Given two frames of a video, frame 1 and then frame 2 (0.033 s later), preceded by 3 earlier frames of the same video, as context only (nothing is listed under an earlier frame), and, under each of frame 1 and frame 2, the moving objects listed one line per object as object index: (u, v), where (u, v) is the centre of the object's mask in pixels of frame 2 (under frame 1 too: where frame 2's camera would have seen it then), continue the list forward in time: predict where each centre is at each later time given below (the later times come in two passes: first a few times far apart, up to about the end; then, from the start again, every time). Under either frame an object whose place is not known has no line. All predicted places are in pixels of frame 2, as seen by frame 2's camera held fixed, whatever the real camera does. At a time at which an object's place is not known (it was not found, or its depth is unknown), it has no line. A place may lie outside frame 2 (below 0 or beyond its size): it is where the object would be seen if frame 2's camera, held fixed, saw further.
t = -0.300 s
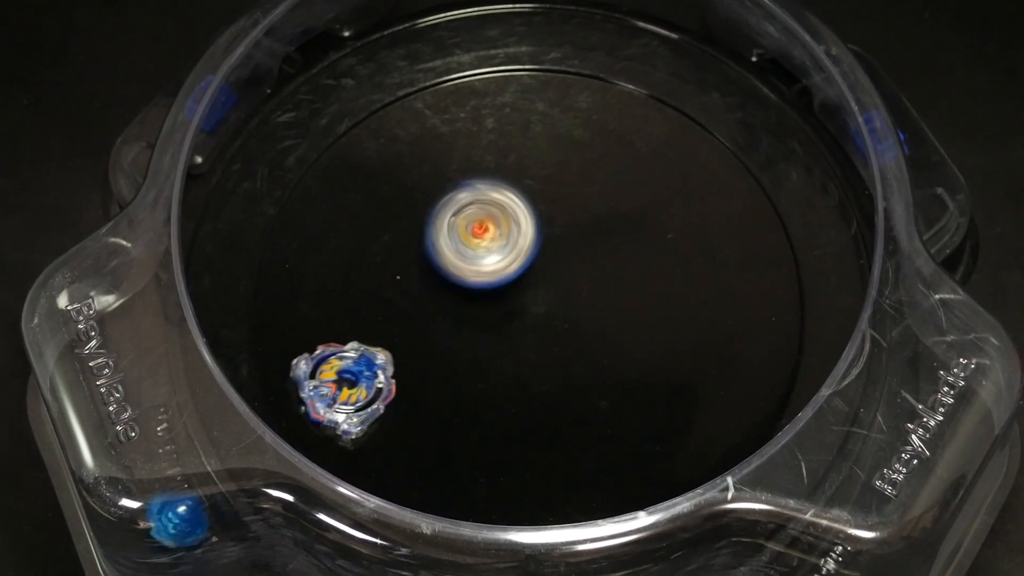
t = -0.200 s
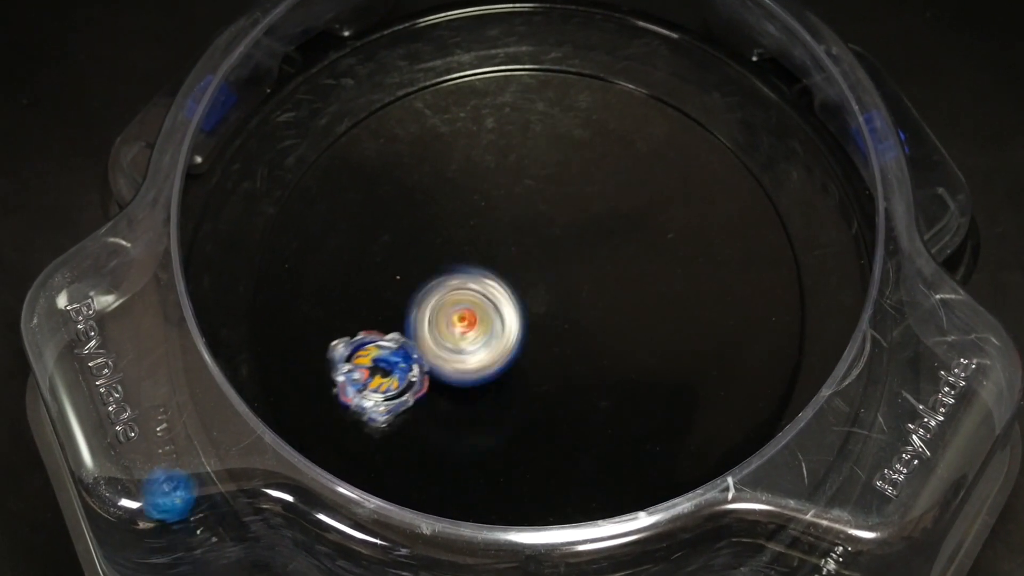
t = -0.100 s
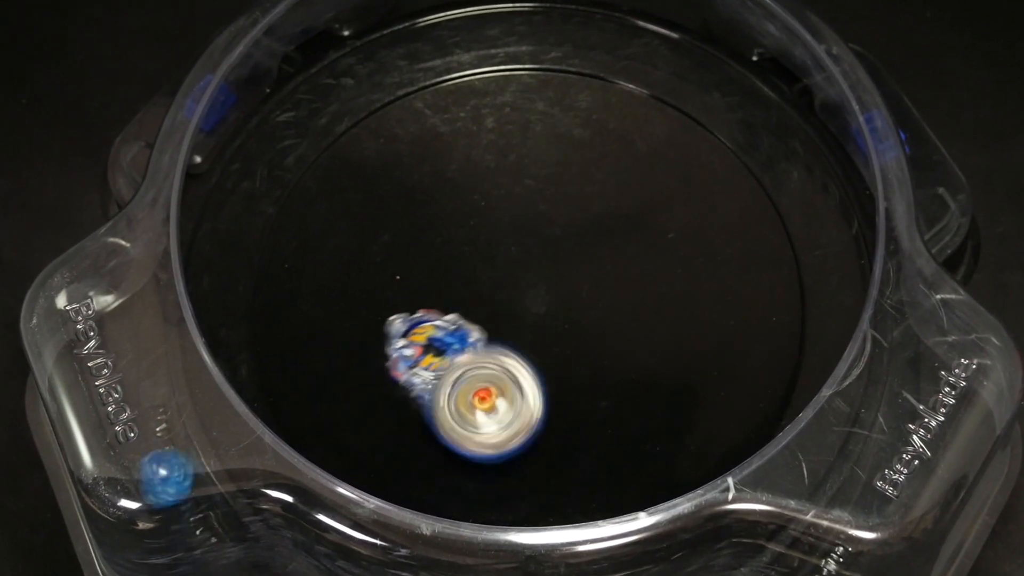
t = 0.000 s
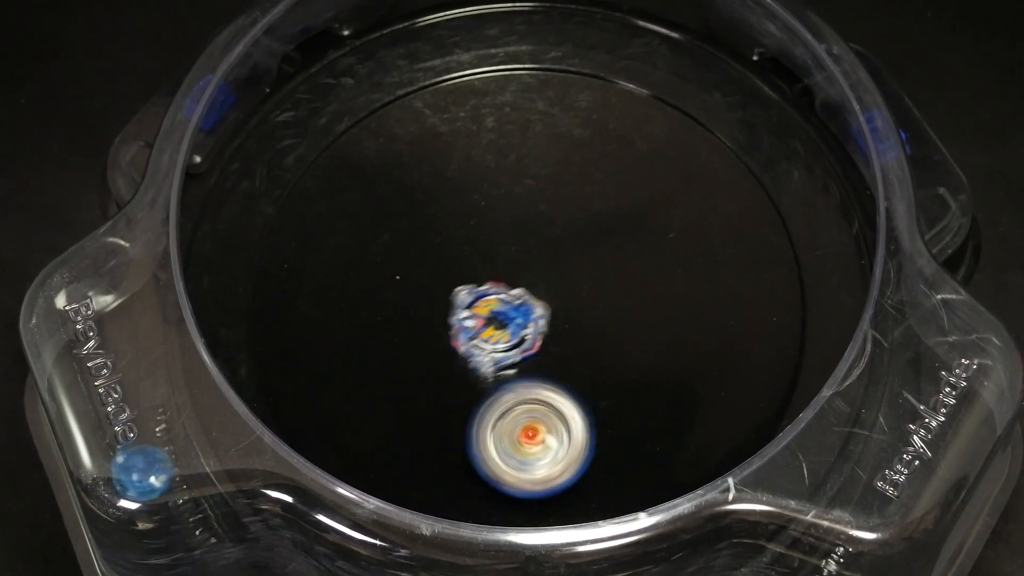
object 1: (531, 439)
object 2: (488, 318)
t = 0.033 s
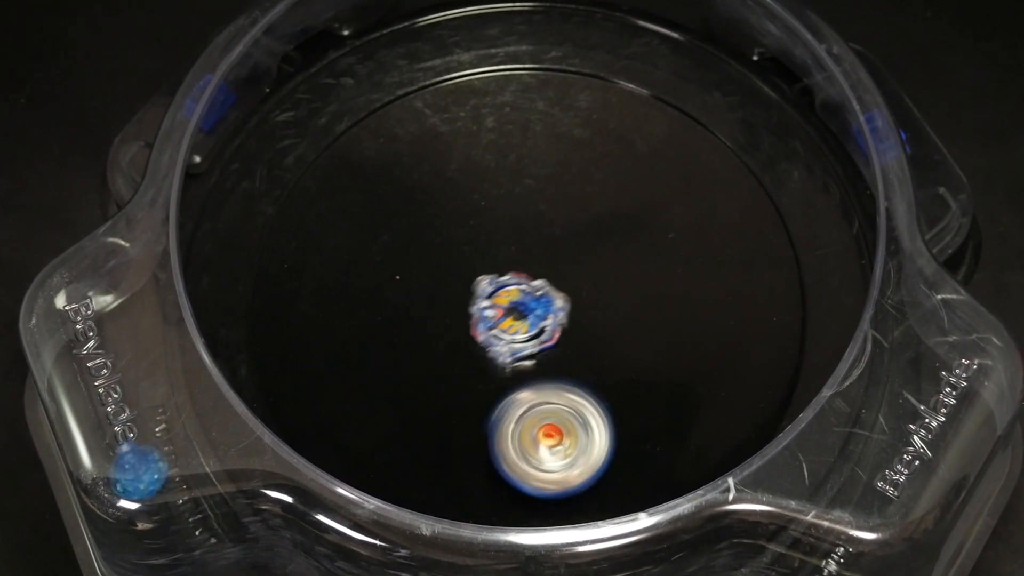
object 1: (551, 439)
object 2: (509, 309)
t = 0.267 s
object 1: (671, 318)
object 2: (577, 272)
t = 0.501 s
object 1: (602, 119)
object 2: (576, 272)
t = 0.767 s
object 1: (371, 180)
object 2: (576, 272)
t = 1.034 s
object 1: (396, 451)
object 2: (576, 272)
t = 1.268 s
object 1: (660, 480)
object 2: (577, 272)
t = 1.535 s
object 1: (763, 212)
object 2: (578, 272)
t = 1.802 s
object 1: (471, 67)
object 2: (578, 273)
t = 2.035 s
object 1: (265, 267)
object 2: (577, 273)
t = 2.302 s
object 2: (575, 273)
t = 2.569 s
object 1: (783, 234)
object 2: (573, 273)
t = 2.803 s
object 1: (481, 58)
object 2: (573, 274)
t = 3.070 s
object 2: (572, 274)
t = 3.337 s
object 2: (572, 274)
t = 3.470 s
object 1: (776, 204)
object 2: (571, 274)
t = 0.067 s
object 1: (569, 437)
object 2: (527, 300)
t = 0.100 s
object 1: (590, 426)
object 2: (543, 291)
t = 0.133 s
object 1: (608, 414)
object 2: (557, 284)
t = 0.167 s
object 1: (628, 394)
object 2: (567, 278)
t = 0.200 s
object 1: (644, 373)
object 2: (573, 274)
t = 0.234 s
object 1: (660, 346)
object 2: (576, 272)
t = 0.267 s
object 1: (671, 318)
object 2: (577, 272)
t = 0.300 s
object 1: (678, 285)
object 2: (577, 271)
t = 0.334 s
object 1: (678, 252)
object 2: (576, 271)
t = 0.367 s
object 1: (672, 220)
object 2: (577, 272)
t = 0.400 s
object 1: (662, 189)
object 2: (576, 272)
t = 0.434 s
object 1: (646, 161)
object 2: (576, 272)
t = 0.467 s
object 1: (626, 138)
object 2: (576, 272)
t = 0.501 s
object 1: (602, 119)
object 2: (576, 272)
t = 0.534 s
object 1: (573, 105)
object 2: (576, 272)
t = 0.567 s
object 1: (544, 98)
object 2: (576, 272)
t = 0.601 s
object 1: (512, 97)
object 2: (576, 272)
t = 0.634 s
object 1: (480, 103)
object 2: (576, 272)
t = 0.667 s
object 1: (449, 115)
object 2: (577, 272)
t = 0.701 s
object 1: (420, 131)
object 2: (576, 272)
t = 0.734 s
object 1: (393, 153)
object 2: (576, 272)
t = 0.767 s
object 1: (371, 180)
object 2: (576, 272)
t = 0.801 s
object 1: (352, 210)
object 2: (576, 272)
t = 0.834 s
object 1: (341, 243)
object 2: (576, 272)
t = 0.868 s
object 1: (332, 280)
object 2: (576, 272)
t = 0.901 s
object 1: (332, 317)
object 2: (576, 272)
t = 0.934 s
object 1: (337, 356)
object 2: (576, 272)
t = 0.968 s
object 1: (349, 390)
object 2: (576, 272)
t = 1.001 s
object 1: (370, 424)
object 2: (577, 272)
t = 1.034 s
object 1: (396, 451)
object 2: (576, 272)
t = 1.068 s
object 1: (429, 469)
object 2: (577, 272)
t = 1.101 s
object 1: (464, 482)
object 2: (576, 272)
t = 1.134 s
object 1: (501, 501)
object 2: (576, 272)
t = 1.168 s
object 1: (539, 505)
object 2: (577, 272)
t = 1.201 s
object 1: (577, 490)
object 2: (576, 272)
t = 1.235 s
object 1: (616, 481)
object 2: (576, 272)
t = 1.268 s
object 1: (660, 480)
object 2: (577, 272)
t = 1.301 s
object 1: (686, 451)
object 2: (577, 272)
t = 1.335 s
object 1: (719, 427)
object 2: (577, 272)
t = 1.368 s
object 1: (745, 400)
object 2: (577, 272)
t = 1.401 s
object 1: (766, 367)
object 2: (577, 272)
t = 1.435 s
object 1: (778, 328)
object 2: (577, 272)
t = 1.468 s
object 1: (781, 290)
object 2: (577, 272)
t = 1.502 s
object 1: (775, 250)
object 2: (578, 272)
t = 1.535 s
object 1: (763, 212)
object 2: (578, 272)
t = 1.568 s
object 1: (743, 176)
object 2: (578, 272)
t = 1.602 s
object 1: (716, 143)
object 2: (578, 272)
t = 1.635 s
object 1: (685, 115)
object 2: (578, 272)
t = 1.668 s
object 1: (648, 93)
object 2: (578, 272)
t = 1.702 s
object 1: (607, 76)
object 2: (578, 273)
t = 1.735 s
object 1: (563, 66)
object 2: (578, 273)
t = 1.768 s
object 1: (518, 64)
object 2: (578, 273)
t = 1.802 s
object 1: (471, 67)
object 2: (578, 273)
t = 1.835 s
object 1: (425, 77)
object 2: (578, 273)
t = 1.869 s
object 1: (384, 95)
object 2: (578, 273)
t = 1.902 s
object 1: (347, 117)
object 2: (578, 273)
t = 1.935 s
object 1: (315, 147)
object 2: (578, 273)
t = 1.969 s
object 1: (290, 182)
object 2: (578, 273)
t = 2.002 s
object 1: (273, 222)
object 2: (577, 273)
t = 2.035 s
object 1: (265, 267)
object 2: (577, 273)
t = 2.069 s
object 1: (265, 313)
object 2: (577, 273)
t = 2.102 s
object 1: (278, 357)
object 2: (576, 273)
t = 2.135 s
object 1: (303, 398)
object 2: (576, 273)
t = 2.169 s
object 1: (329, 441)
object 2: (576, 273)
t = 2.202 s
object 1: (369, 474)
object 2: (576, 273)
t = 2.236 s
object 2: (575, 273)
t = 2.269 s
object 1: (475, 510)
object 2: (575, 273)
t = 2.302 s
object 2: (575, 273)
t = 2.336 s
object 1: (592, 511)
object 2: (574, 273)
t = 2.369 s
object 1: (650, 492)
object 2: (574, 273)
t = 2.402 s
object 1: (696, 463)
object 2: (574, 273)
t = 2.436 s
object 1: (737, 427)
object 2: (574, 273)
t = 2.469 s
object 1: (769, 384)
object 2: (574, 273)
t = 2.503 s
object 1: (788, 336)
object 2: (573, 273)
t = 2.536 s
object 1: (792, 284)
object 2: (573, 273)
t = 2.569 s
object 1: (783, 234)
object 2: (573, 273)
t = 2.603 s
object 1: (765, 185)
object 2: (573, 273)
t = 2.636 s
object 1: (736, 141)
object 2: (573, 273)
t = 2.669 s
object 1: (697, 107)
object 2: (573, 273)
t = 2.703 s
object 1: (647, 81)
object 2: (573, 273)
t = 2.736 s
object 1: (593, 63)
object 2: (573, 273)
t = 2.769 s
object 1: (538, 55)
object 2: (573, 273)
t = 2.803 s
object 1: (481, 58)
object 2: (573, 274)
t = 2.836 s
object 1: (423, 76)
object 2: (572, 274)
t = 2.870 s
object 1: (369, 103)
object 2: (573, 274)
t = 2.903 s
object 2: (573, 274)
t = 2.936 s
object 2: (572, 274)
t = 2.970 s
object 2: (573, 274)
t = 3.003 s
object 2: (573, 274)
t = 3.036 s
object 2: (572, 274)
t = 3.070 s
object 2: (572, 274)
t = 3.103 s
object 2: (572, 274)
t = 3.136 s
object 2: (572, 274)
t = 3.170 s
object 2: (572, 274)
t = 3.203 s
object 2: (572, 274)
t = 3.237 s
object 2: (572, 274)
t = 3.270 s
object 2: (572, 274)
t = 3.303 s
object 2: (572, 274)
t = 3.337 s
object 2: (572, 274)
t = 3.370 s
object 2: (572, 274)
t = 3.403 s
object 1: (786, 313)
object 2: (572, 274)
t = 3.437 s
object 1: (787, 257)
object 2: (571, 274)
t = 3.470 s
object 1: (776, 204)
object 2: (571, 274)
